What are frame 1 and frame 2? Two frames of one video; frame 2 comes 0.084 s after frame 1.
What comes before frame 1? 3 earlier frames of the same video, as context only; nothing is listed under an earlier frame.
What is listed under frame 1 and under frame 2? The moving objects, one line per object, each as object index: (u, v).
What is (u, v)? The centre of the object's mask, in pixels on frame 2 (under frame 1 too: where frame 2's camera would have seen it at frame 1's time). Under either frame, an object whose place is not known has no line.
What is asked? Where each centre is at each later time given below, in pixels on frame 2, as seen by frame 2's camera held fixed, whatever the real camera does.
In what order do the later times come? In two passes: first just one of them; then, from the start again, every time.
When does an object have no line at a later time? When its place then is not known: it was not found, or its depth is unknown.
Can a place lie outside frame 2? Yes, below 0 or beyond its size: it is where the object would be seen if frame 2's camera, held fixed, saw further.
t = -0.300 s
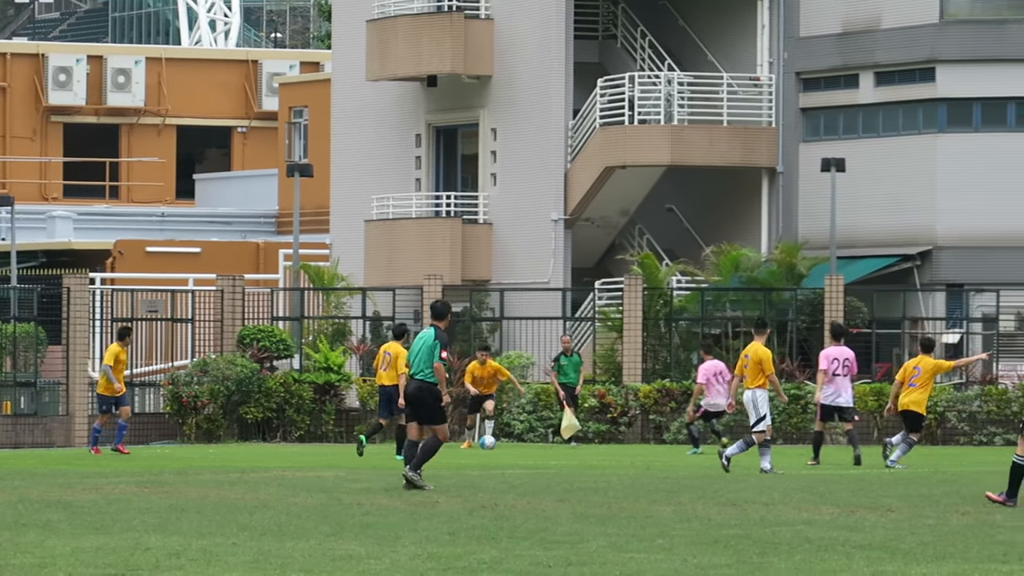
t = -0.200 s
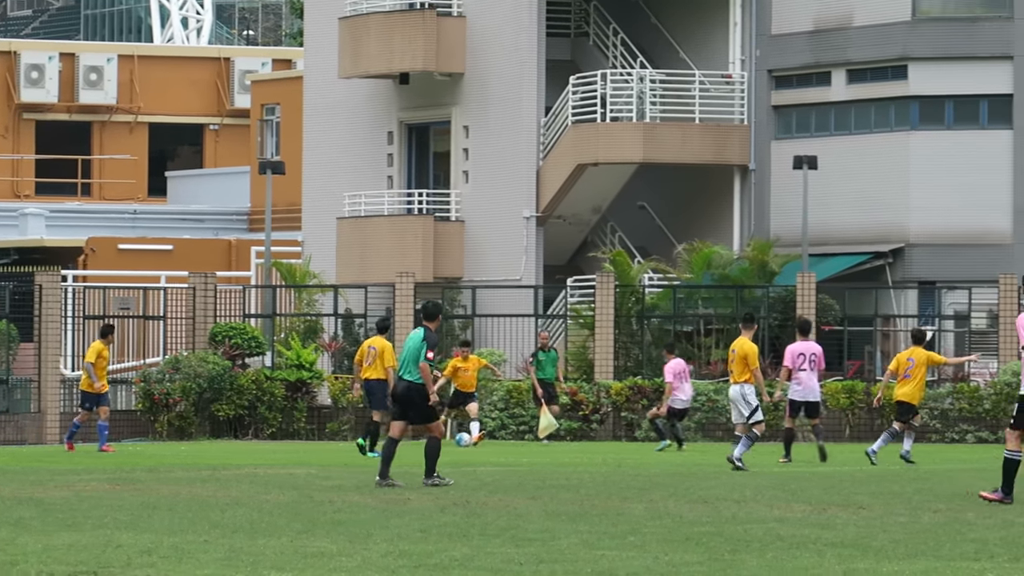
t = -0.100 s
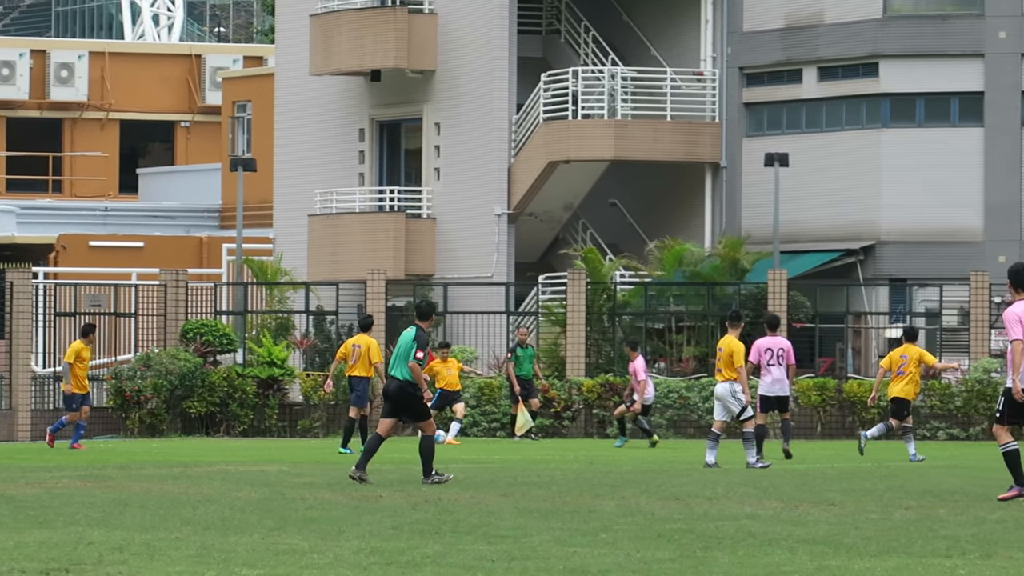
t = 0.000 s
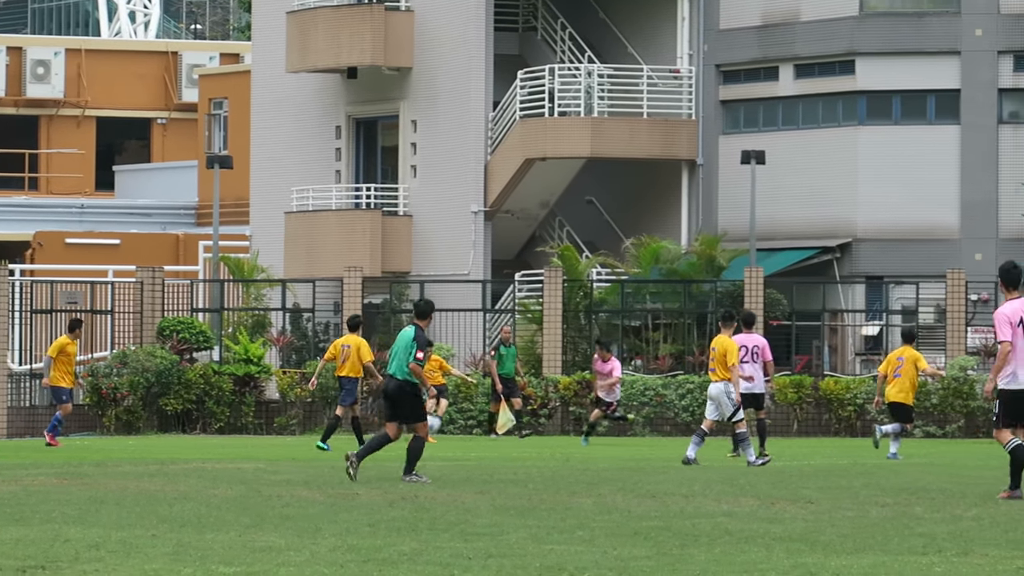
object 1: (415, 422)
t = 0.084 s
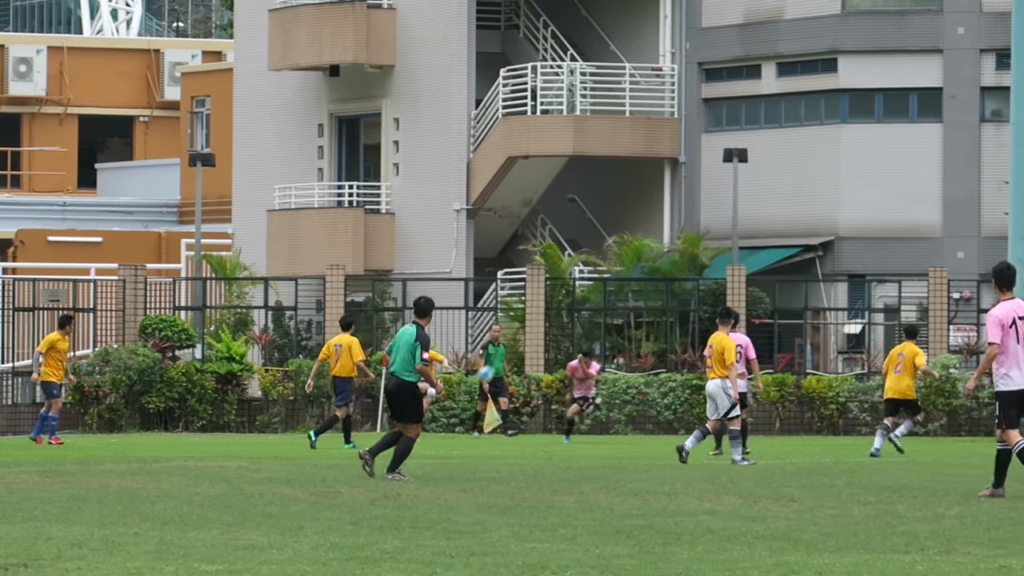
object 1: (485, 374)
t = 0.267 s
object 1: (648, 279)
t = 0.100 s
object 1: (499, 365)
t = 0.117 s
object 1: (514, 355)
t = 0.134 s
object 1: (528, 346)
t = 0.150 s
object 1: (544, 338)
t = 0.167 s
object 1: (557, 329)
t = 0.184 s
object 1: (572, 320)
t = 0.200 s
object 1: (587, 312)
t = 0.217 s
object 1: (602, 304)
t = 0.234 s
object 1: (617, 295)
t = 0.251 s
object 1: (633, 286)
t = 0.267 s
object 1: (648, 279)
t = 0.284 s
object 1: (663, 272)
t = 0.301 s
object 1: (679, 265)
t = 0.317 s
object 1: (695, 257)
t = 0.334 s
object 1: (711, 249)
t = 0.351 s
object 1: (726, 241)
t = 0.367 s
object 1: (742, 235)
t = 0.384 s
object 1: (758, 226)
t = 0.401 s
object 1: (773, 220)
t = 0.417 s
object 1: (790, 213)
